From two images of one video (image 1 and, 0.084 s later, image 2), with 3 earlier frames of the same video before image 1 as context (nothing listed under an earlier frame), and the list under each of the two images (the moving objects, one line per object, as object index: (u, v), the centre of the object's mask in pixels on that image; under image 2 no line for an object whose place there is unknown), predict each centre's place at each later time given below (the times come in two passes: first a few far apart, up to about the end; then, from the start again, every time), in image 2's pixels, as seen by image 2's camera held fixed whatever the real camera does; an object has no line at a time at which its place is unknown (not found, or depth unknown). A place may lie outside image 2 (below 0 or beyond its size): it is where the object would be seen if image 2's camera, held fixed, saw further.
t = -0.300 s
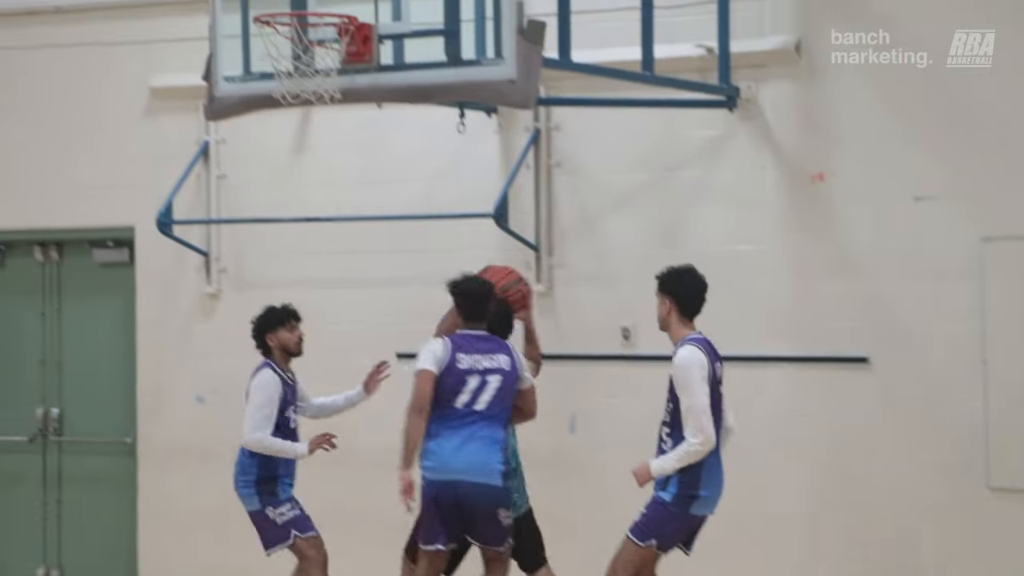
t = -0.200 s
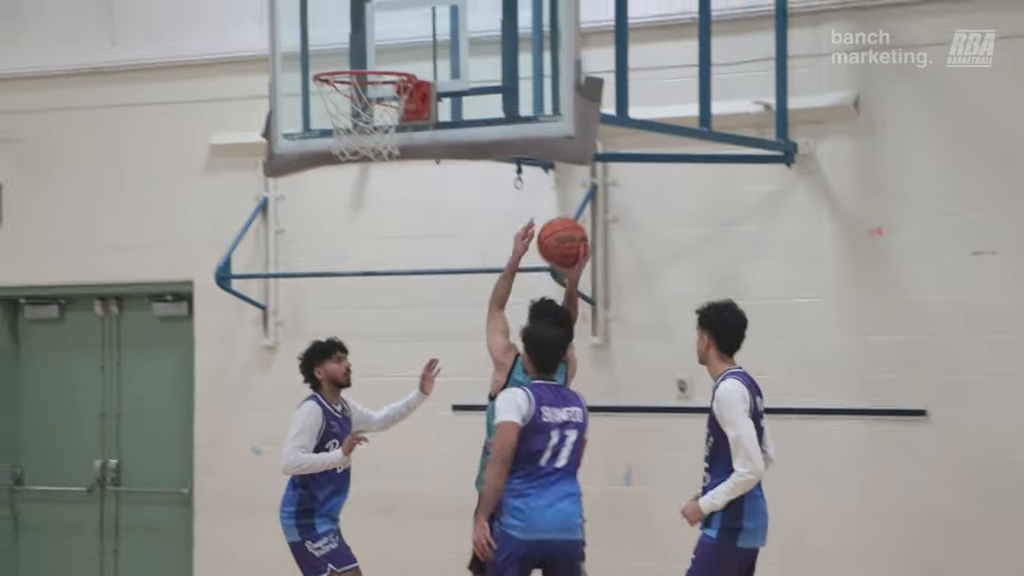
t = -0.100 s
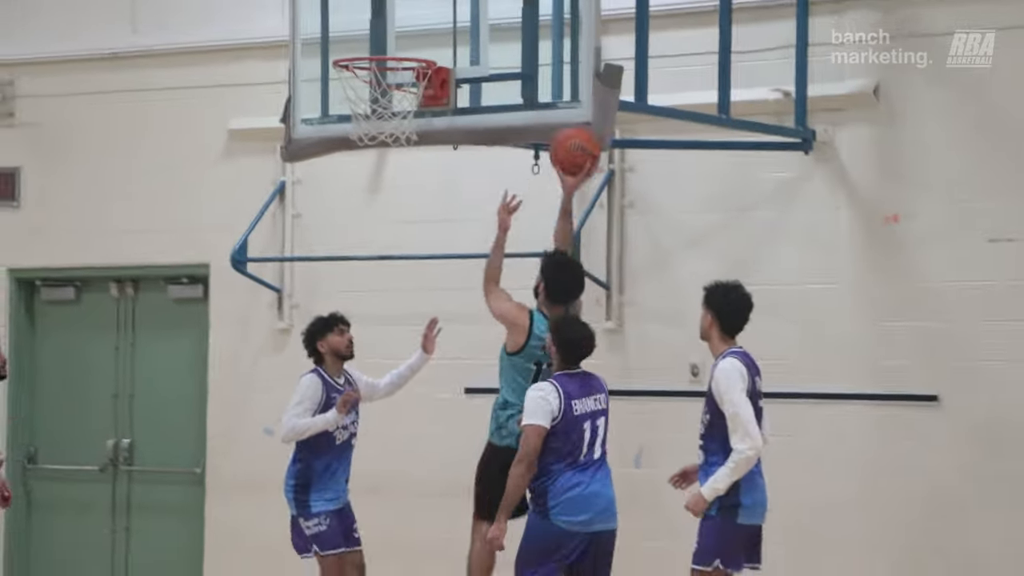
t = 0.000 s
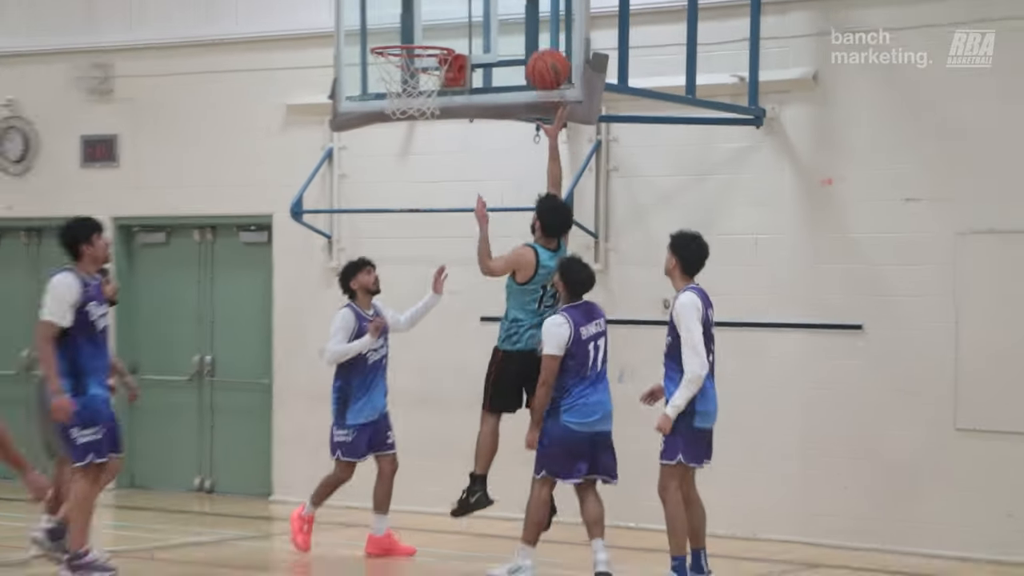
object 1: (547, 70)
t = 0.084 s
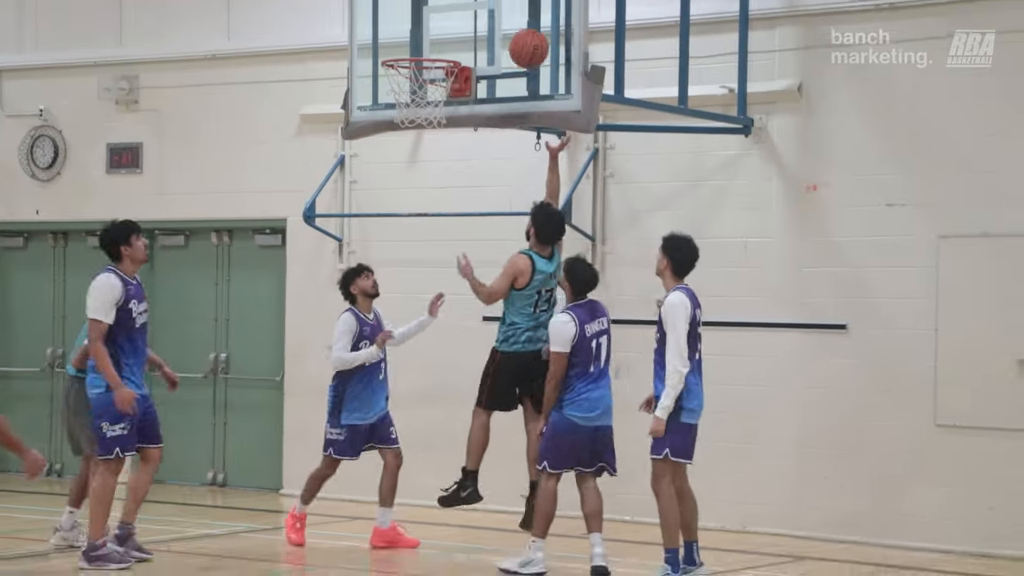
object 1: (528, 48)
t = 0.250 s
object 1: (490, 16)
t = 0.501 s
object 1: (432, 40)
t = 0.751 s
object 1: (396, 86)
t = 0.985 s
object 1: (412, 136)
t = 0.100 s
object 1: (525, 43)
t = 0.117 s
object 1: (521, 39)
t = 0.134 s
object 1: (518, 35)
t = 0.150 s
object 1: (514, 31)
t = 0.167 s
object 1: (509, 28)
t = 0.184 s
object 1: (505, 24)
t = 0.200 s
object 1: (502, 22)
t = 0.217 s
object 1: (498, 19)
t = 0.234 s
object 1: (494, 17)
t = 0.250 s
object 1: (490, 16)
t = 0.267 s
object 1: (485, 15)
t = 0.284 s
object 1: (481, 15)
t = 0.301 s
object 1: (477, 16)
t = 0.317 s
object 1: (474, 17)
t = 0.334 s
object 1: (469, 18)
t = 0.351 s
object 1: (465, 19)
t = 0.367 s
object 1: (461, 21)
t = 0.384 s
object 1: (457, 24)
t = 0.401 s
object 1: (453, 26)
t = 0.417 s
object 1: (449, 30)
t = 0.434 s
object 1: (445, 34)
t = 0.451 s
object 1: (441, 38)
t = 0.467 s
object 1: (437, 41)
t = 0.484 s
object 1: (435, 41)
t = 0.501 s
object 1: (432, 40)
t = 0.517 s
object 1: (429, 40)
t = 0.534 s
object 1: (426, 41)
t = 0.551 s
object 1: (423, 42)
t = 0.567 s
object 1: (420, 43)
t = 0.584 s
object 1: (418, 44)
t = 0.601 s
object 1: (415, 46)
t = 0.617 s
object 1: (412, 55)
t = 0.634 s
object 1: (410, 58)
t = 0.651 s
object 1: (407, 63)
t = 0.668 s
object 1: (404, 67)
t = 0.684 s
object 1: (400, 73)
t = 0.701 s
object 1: (397, 78)
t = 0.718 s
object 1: (396, 82)
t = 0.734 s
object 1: (395, 84)
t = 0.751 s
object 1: (396, 86)
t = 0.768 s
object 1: (397, 88)
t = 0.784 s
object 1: (399, 90)
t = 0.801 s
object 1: (400, 93)
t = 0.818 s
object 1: (402, 95)
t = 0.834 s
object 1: (403, 96)
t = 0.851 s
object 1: (404, 98)
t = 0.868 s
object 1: (404, 102)
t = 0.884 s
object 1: (406, 105)
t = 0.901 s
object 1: (407, 109)
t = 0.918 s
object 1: (408, 113)
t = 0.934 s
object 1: (410, 118)
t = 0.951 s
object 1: (410, 124)
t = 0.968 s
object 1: (411, 132)
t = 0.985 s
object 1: (412, 136)
